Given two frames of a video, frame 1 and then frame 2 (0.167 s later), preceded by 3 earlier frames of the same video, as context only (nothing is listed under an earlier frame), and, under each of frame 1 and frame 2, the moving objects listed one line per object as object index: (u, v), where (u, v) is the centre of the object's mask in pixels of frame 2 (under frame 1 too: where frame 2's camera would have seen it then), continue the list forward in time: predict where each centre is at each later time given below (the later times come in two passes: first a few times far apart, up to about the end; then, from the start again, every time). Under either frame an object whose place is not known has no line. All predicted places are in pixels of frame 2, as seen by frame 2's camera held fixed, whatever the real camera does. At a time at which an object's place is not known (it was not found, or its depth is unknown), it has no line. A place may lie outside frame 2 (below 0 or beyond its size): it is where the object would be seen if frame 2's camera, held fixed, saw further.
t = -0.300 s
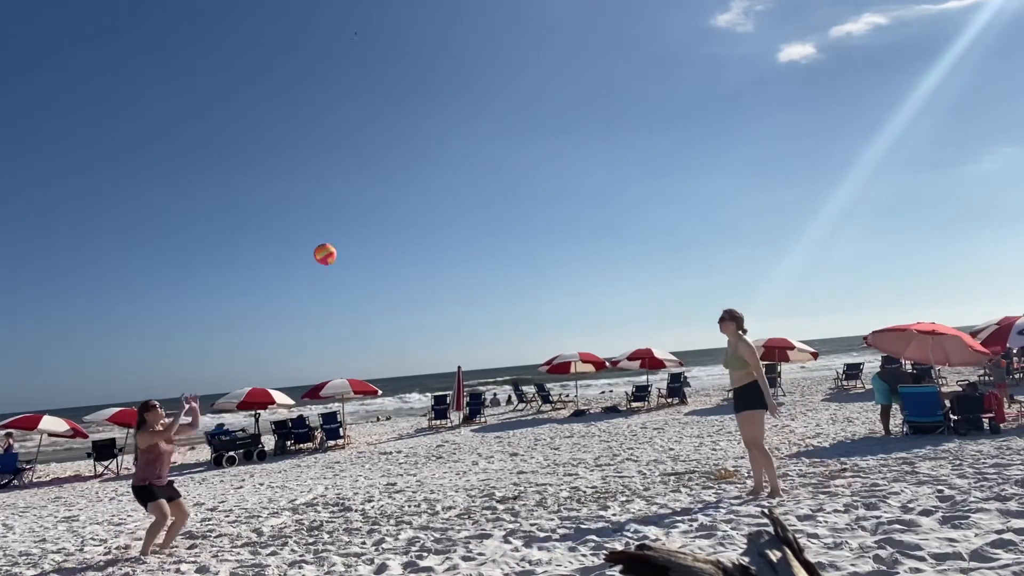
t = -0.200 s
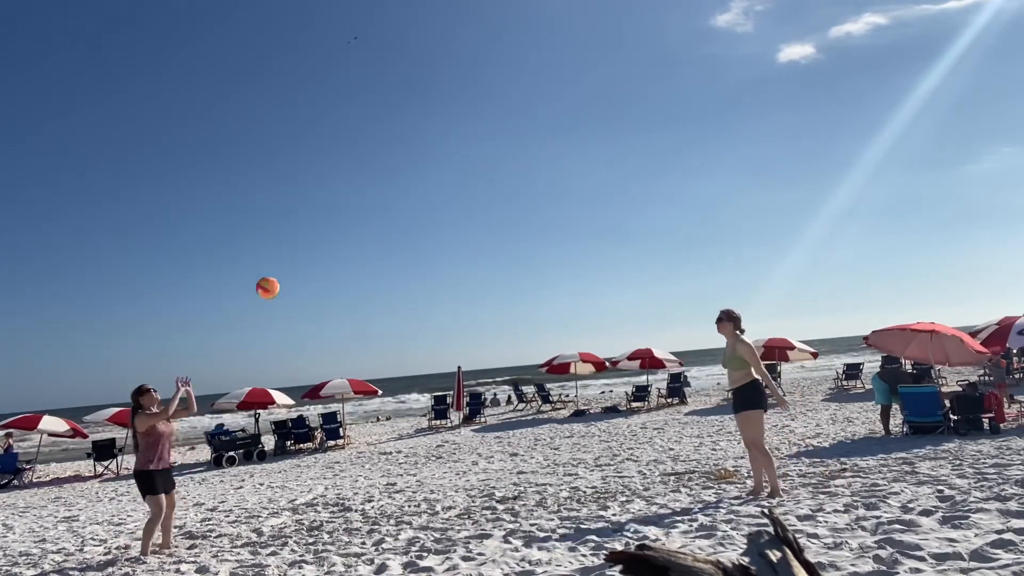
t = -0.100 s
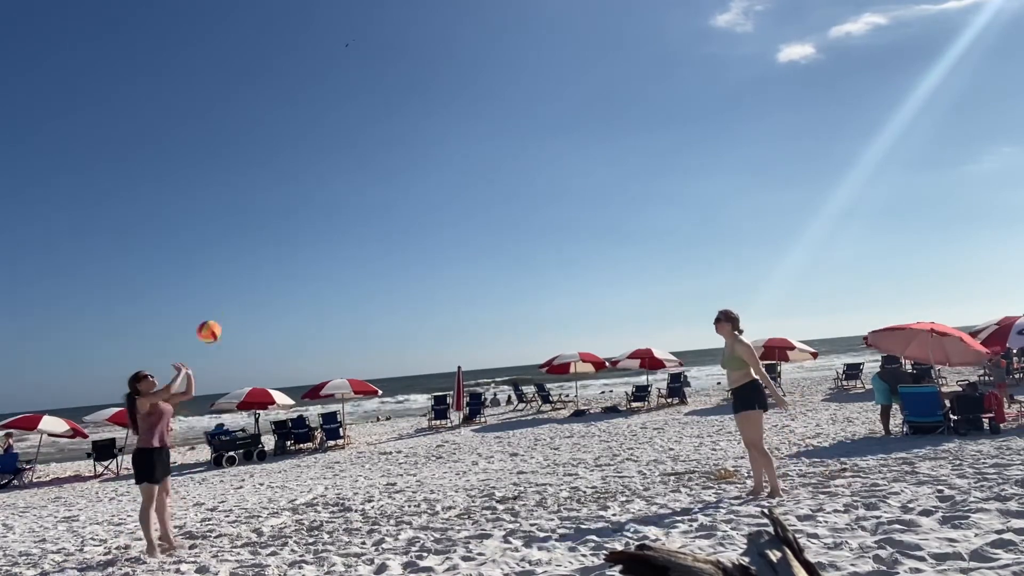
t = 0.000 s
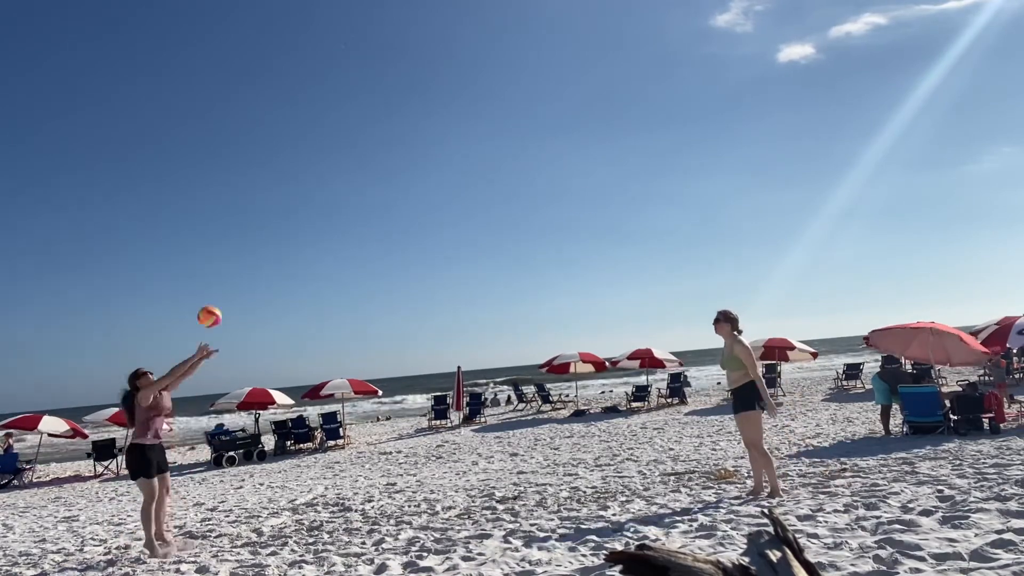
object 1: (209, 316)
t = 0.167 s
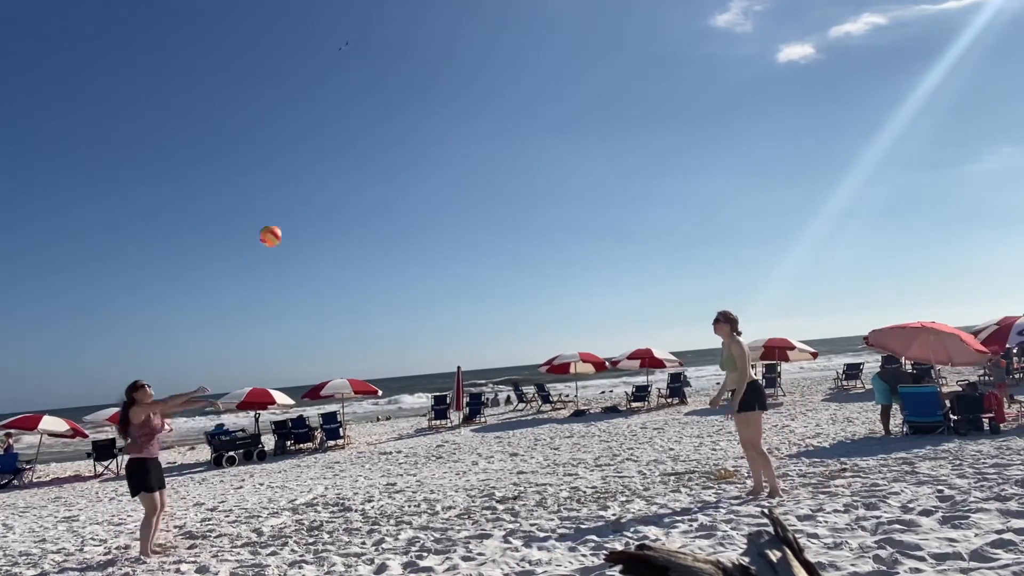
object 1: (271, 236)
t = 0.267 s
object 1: (303, 201)
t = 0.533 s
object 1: (380, 155)
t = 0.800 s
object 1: (444, 167)
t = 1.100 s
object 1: (510, 249)
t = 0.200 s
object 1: (282, 223)
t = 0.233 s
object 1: (293, 211)
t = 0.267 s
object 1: (303, 201)
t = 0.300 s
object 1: (314, 192)
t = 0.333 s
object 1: (324, 184)
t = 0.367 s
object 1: (334, 177)
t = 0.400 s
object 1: (343, 171)
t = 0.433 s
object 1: (353, 165)
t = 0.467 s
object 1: (362, 161)
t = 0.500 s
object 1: (371, 158)
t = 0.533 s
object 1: (380, 155)
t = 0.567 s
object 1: (388, 153)
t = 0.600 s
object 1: (396, 153)
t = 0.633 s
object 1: (405, 152)
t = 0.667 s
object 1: (413, 154)
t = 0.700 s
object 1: (420, 156)
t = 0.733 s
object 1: (429, 159)
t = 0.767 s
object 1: (436, 163)
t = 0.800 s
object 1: (444, 167)
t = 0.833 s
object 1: (451, 173)
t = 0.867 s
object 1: (459, 180)
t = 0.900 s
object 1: (466, 187)
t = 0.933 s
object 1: (473, 195)
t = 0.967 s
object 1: (480, 205)
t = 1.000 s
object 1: (488, 214)
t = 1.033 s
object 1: (495, 225)
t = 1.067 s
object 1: (503, 236)
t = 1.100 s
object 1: (510, 249)
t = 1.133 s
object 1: (517, 262)
